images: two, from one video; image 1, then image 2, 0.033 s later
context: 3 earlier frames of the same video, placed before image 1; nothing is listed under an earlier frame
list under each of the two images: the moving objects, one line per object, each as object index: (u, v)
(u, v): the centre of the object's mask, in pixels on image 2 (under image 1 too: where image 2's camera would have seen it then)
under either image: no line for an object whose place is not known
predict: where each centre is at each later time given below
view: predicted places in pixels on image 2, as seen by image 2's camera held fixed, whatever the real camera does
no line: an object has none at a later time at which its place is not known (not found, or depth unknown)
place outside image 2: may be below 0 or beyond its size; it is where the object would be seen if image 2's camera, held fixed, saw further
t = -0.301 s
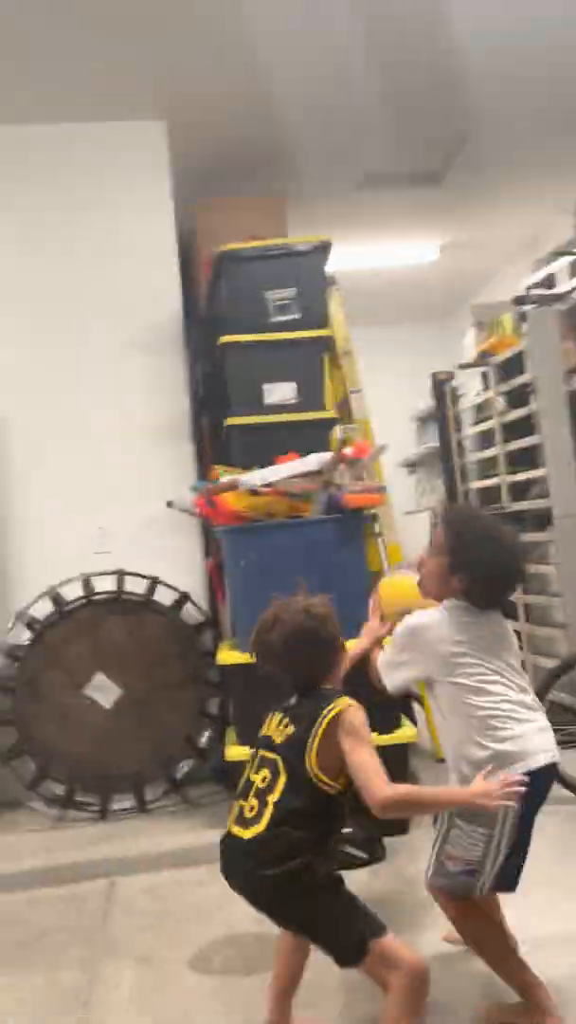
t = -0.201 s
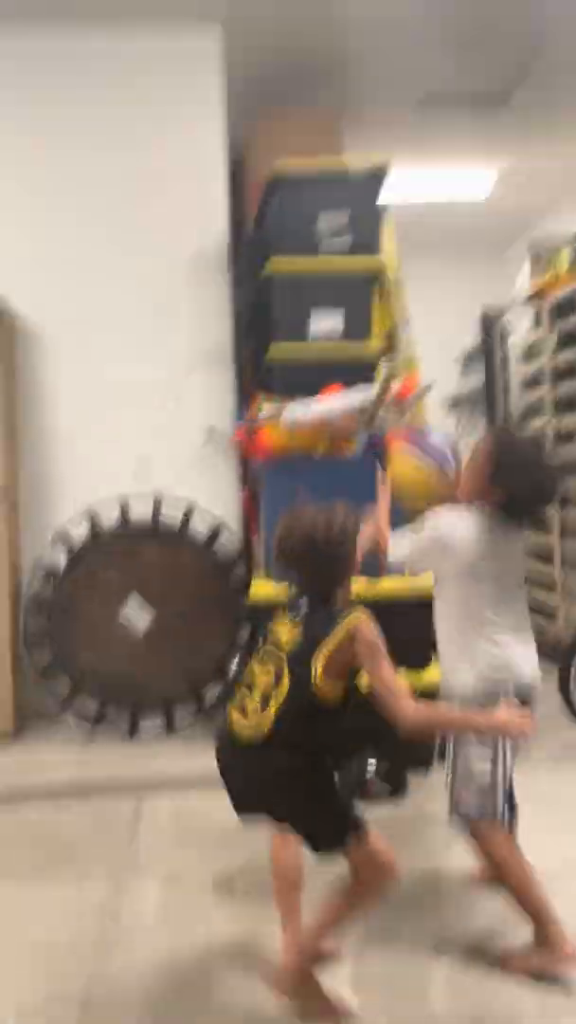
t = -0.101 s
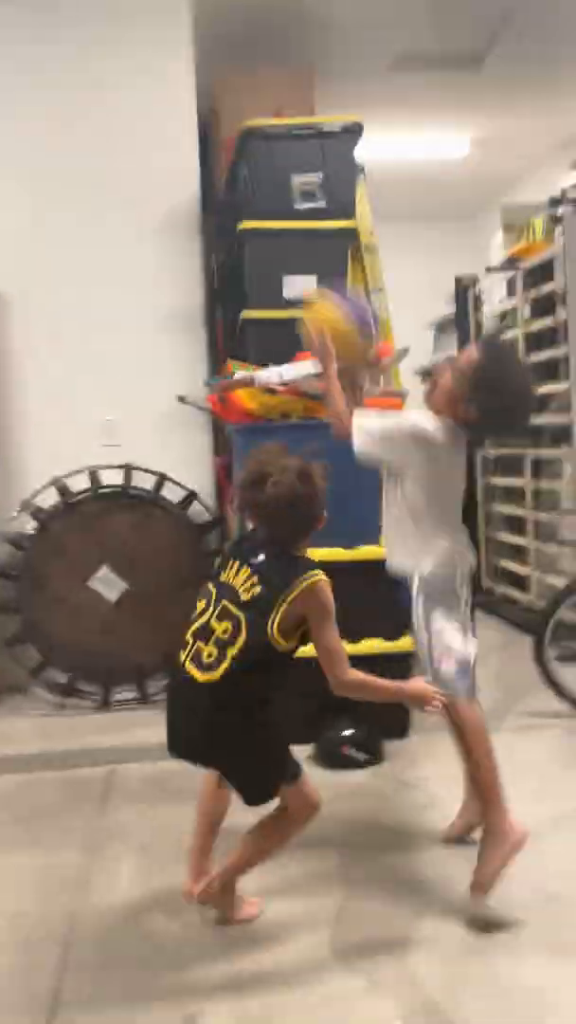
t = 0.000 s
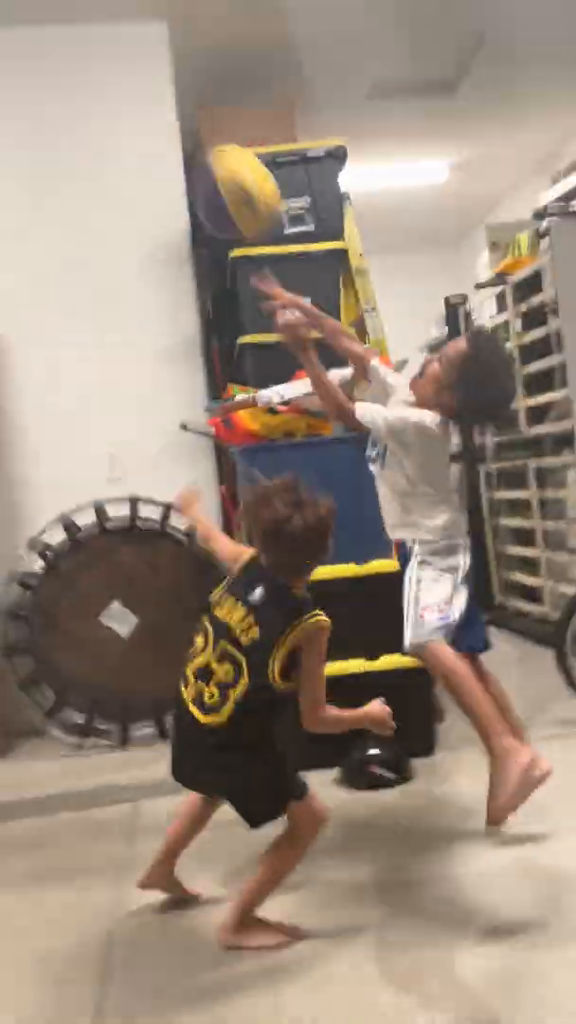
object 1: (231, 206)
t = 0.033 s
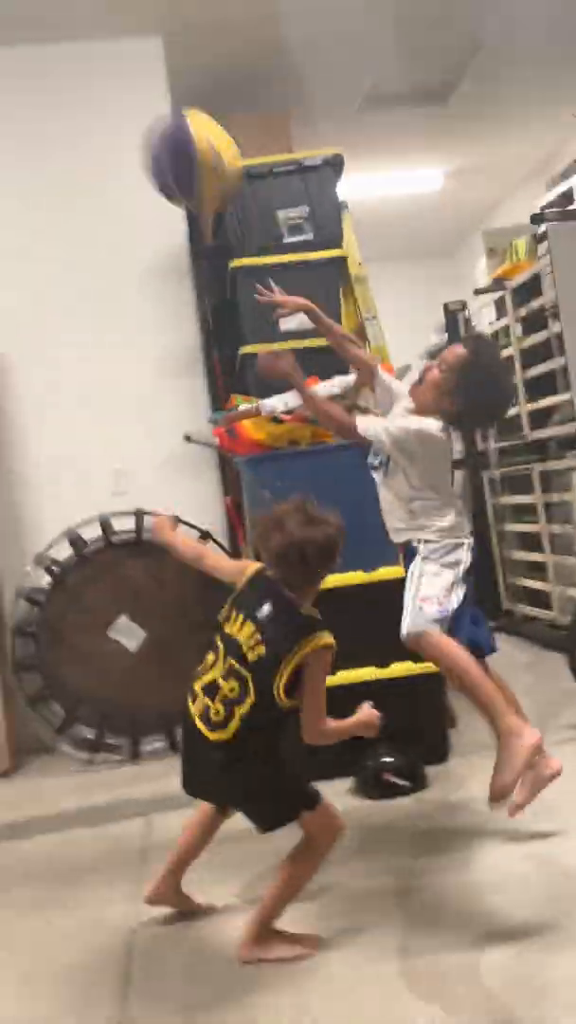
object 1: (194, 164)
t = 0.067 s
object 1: (150, 121)
